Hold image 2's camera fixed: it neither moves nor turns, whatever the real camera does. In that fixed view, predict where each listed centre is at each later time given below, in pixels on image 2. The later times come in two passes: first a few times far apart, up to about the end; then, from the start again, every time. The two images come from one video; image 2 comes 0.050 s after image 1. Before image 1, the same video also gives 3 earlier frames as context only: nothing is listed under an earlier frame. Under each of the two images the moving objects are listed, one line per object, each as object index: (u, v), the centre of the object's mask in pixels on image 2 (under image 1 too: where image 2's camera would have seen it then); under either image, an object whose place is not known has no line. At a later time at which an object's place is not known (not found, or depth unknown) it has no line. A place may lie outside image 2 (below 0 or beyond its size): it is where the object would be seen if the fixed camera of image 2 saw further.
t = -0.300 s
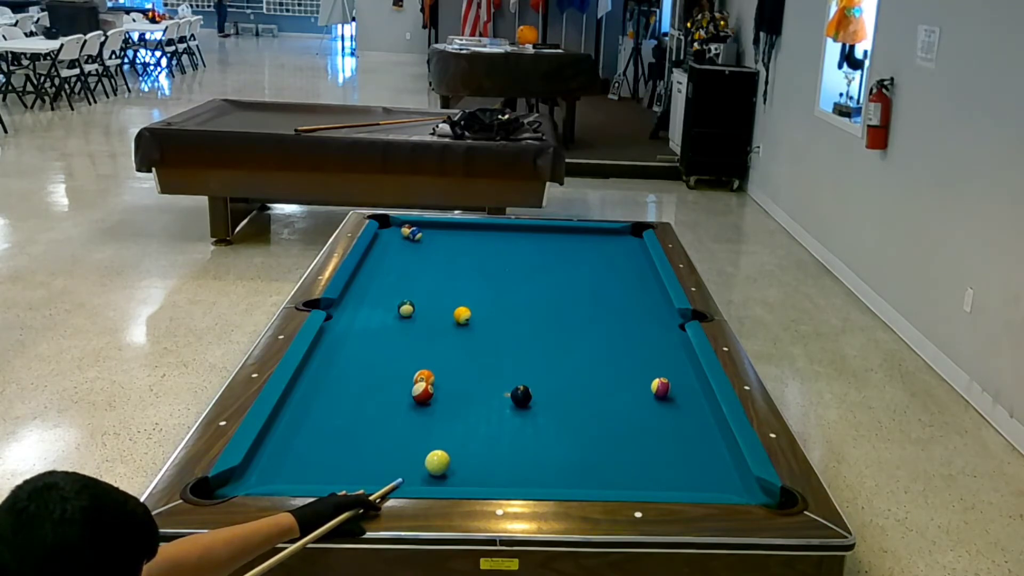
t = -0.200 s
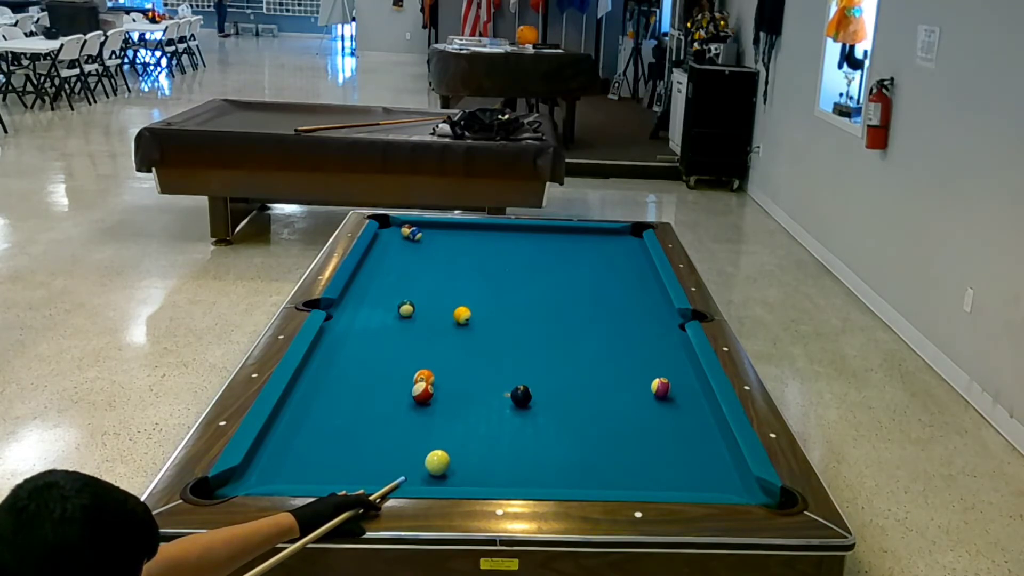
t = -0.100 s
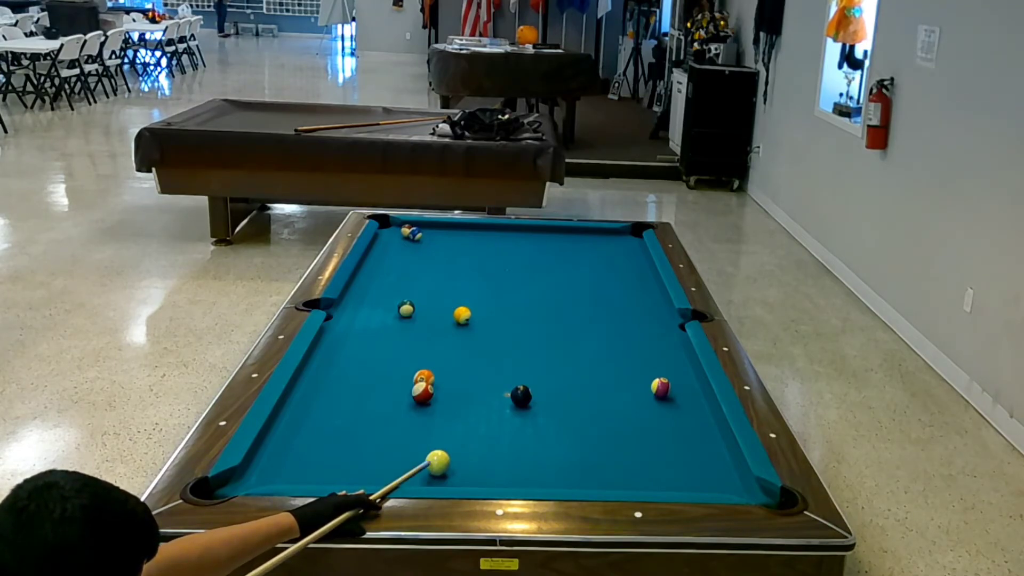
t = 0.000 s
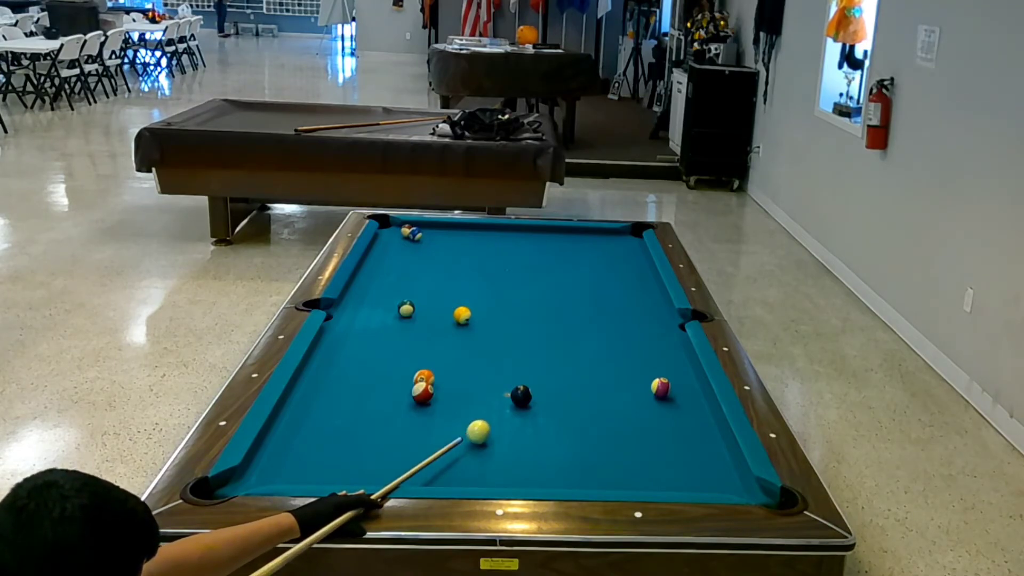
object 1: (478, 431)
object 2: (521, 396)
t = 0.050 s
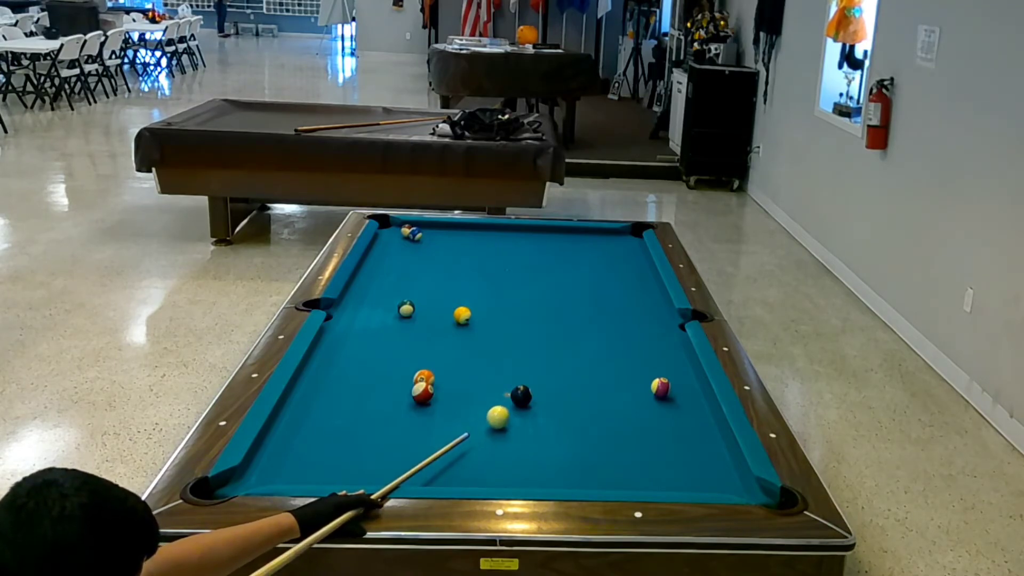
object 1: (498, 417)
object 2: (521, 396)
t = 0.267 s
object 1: (542, 403)
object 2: (545, 364)
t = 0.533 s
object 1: (587, 392)
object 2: (570, 330)
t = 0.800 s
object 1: (626, 382)
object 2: (590, 303)
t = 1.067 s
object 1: (661, 371)
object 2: (607, 281)
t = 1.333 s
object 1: (691, 366)
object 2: (621, 262)
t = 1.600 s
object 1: (676, 361)
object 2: (633, 247)
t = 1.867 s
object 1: (663, 357)
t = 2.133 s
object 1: (651, 353)
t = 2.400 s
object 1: (643, 350)
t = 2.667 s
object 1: (637, 348)
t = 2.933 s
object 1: (633, 347)
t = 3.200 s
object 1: (632, 347)
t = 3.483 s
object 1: (632, 347)
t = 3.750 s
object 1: (632, 347)
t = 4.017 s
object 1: (632, 347)
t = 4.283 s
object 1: (632, 347)
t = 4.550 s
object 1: (632, 347)
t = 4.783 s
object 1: (632, 347)
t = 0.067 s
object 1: (504, 413)
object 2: (521, 396)
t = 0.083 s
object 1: (510, 408)
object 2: (522, 395)
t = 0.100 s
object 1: (515, 404)
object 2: (524, 392)
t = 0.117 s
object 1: (518, 404)
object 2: (526, 389)
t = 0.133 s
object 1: (520, 405)
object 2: (528, 387)
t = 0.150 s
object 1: (523, 405)
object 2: (530, 384)
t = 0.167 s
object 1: (525, 405)
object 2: (533, 380)
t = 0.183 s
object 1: (528, 405)
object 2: (535, 378)
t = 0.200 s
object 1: (530, 405)
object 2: (537, 374)
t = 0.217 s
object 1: (533, 404)
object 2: (540, 372)
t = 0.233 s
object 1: (536, 404)
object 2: (541, 369)
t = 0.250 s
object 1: (539, 403)
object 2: (543, 366)
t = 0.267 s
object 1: (542, 403)
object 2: (545, 364)
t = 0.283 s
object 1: (545, 402)
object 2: (547, 362)
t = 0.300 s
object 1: (548, 401)
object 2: (548, 359)
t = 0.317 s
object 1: (551, 401)
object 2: (550, 357)
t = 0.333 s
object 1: (554, 400)
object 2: (552, 355)
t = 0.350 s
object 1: (557, 399)
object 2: (553, 353)
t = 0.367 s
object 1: (560, 399)
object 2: (555, 350)
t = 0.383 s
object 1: (562, 398)
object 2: (557, 348)
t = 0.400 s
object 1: (565, 397)
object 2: (558, 346)
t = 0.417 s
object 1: (568, 396)
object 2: (559, 344)
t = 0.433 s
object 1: (571, 396)
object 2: (561, 342)
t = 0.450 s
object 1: (574, 395)
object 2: (563, 340)
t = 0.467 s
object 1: (576, 395)
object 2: (564, 338)
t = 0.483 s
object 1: (579, 394)
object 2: (565, 336)
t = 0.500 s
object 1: (582, 393)
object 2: (567, 334)
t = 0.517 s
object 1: (584, 393)
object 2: (568, 332)
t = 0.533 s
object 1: (587, 392)
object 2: (570, 330)
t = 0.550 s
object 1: (590, 391)
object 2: (571, 328)
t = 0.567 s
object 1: (592, 391)
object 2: (573, 327)
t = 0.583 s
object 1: (595, 390)
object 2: (574, 325)
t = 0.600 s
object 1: (597, 389)
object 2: (575, 323)
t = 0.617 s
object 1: (600, 389)
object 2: (577, 321)
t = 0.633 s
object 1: (602, 388)
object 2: (578, 319)
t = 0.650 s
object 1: (605, 387)
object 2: (579, 318)
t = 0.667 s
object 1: (607, 387)
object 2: (581, 316)
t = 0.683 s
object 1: (610, 386)
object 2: (582, 314)
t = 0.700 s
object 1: (612, 386)
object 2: (583, 313)
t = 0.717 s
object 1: (615, 385)
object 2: (584, 311)
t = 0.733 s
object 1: (617, 385)
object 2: (585, 309)
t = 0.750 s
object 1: (620, 384)
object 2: (587, 308)
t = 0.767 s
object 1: (622, 384)
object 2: (588, 306)
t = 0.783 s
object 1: (624, 383)
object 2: (589, 305)
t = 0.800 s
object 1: (626, 382)
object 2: (590, 303)
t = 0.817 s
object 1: (629, 382)
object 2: (591, 302)
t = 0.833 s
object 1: (631, 381)
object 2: (592, 300)
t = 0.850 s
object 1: (633, 381)
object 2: (593, 299)
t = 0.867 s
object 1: (636, 380)
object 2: (595, 297)
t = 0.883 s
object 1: (638, 380)
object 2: (596, 296)
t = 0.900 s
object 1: (640, 379)
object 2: (597, 294)
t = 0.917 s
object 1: (642, 378)
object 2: (598, 293)
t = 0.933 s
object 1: (644, 378)
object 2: (599, 291)
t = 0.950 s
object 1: (646, 377)
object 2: (600, 290)
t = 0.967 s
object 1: (648, 376)
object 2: (601, 289)
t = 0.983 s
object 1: (650, 375)
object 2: (602, 288)
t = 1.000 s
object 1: (652, 374)
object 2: (603, 286)
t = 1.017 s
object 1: (654, 373)
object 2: (604, 285)
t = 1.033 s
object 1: (656, 372)
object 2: (605, 284)
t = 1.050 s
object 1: (658, 372)
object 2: (606, 282)
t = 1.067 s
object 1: (661, 371)
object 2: (607, 281)
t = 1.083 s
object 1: (663, 371)
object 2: (608, 280)
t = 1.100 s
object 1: (665, 371)
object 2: (609, 278)
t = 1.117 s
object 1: (667, 371)
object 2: (610, 277)
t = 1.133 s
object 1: (669, 371)
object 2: (611, 276)
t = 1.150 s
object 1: (671, 371)
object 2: (612, 275)
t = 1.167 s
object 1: (673, 371)
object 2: (613, 273)
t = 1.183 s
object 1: (675, 370)
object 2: (613, 272)
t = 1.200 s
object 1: (676, 370)
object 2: (614, 271)
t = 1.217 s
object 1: (679, 369)
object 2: (615, 270)
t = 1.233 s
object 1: (680, 369)
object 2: (616, 269)
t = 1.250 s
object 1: (682, 369)
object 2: (617, 268)
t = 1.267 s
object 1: (684, 368)
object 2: (618, 267)
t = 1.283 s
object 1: (686, 367)
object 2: (619, 265)
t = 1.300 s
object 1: (688, 367)
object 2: (619, 264)
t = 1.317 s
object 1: (689, 367)
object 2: (620, 263)
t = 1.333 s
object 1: (691, 366)
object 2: (621, 262)
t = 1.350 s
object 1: (692, 366)
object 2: (622, 261)
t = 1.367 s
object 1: (691, 365)
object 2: (623, 260)
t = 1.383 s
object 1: (690, 365)
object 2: (623, 259)
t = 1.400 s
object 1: (688, 365)
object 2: (624, 258)
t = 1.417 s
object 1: (688, 364)
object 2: (625, 257)
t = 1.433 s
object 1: (686, 364)
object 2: (626, 256)
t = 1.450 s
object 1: (686, 364)
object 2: (627, 255)
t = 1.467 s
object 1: (684, 363)
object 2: (627, 254)
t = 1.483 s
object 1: (683, 363)
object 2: (628, 253)
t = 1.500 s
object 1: (682, 363)
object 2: (628, 252)
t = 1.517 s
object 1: (681, 362)
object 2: (629, 251)
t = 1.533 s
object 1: (680, 362)
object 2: (630, 250)
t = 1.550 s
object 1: (679, 362)
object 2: (631, 249)
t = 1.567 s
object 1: (678, 361)
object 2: (631, 249)
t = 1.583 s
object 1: (677, 361)
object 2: (632, 248)
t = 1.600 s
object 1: (676, 361)
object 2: (633, 247)
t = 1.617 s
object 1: (676, 361)
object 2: (633, 246)
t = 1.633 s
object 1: (675, 361)
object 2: (634, 245)
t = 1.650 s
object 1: (673, 360)
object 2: (635, 244)
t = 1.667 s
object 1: (673, 360)
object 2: (635, 244)
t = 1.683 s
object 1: (672, 360)
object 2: (636, 242)
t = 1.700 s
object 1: (671, 359)
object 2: (636, 241)
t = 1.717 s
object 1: (670, 359)
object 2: (637, 240)
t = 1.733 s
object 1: (669, 359)
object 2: (637, 240)
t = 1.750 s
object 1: (668, 358)
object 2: (637, 239)
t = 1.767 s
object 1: (667, 358)
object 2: (636, 238)
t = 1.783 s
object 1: (667, 358)
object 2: (636, 237)
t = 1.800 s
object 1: (666, 358)
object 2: (635, 236)
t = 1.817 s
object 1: (665, 357)
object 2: (635, 235)
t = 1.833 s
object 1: (664, 357)
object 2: (634, 235)
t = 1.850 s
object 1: (663, 357)
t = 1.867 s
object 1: (663, 357)
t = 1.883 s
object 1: (662, 356)
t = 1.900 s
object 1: (661, 356)
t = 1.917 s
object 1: (660, 356)
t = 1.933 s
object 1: (660, 356)
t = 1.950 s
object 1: (659, 355)
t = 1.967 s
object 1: (658, 355)
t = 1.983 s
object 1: (657, 355)
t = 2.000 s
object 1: (657, 355)
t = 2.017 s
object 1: (656, 354)
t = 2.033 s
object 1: (655, 354)
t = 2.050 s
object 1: (655, 354)
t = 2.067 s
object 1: (654, 354)
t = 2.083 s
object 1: (653, 354)
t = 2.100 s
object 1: (653, 353)
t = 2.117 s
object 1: (652, 353)
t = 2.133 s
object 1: (651, 353)
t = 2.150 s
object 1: (651, 353)
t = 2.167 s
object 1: (650, 353)
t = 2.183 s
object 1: (650, 352)
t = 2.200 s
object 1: (649, 352)
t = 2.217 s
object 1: (649, 352)
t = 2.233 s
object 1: (648, 352)
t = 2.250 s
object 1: (647, 352)
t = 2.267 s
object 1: (647, 352)
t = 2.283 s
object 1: (646, 351)
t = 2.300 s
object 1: (646, 351)
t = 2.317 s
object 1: (645, 351)
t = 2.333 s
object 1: (645, 351)
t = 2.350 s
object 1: (644, 351)
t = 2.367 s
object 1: (644, 351)
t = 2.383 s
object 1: (643, 350)
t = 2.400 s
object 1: (643, 350)
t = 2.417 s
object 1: (643, 350)
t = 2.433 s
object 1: (642, 350)
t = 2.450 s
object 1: (642, 350)
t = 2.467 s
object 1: (641, 350)
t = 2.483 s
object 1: (641, 350)
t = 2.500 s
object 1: (640, 349)
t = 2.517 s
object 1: (640, 349)
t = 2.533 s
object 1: (639, 349)
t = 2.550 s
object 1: (639, 349)
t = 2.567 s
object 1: (639, 349)
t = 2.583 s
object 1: (638, 349)
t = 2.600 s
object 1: (638, 349)
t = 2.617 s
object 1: (638, 349)
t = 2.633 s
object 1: (637, 349)
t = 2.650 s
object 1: (637, 348)
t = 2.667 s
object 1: (637, 348)
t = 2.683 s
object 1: (637, 348)
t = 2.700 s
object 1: (636, 348)
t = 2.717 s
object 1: (636, 348)
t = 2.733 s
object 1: (636, 348)
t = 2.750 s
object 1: (636, 348)
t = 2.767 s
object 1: (635, 348)
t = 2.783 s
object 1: (635, 348)
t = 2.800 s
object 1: (635, 348)
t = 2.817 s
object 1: (635, 348)
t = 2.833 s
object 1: (634, 348)
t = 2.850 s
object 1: (634, 348)
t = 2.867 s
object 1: (634, 348)
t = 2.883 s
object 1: (634, 347)
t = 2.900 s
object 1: (634, 347)
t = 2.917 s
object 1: (634, 347)
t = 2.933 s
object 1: (633, 347)
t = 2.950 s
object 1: (633, 347)
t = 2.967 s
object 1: (633, 347)
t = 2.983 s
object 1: (633, 347)
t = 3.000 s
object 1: (633, 347)
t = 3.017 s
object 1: (633, 347)
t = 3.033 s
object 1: (633, 347)
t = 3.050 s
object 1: (632, 347)
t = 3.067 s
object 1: (632, 347)
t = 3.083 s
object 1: (632, 347)
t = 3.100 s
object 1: (632, 347)
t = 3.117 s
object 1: (632, 347)
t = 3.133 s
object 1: (632, 347)
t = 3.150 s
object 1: (632, 347)
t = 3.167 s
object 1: (632, 347)
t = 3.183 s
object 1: (632, 347)
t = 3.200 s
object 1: (632, 347)
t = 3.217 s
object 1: (632, 347)
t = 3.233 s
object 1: (632, 347)
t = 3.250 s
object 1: (632, 347)
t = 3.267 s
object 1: (632, 347)
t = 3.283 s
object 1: (632, 347)
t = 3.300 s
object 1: (632, 347)
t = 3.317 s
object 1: (632, 347)
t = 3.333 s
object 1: (632, 347)
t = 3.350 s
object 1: (632, 347)
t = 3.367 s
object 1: (632, 347)
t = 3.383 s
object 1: (632, 347)
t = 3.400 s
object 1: (632, 347)
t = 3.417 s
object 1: (632, 347)
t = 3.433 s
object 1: (632, 347)
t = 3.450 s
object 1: (632, 347)
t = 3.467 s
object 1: (632, 347)
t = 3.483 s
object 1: (632, 347)
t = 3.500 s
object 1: (632, 347)
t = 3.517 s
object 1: (632, 347)
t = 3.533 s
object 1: (632, 347)
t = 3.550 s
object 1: (632, 347)
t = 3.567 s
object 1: (632, 347)
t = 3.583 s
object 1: (632, 347)
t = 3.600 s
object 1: (632, 347)
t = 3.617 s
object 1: (632, 347)
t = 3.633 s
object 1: (632, 347)
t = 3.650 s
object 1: (632, 347)
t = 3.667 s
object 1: (632, 347)
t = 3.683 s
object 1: (632, 347)
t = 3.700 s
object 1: (632, 347)
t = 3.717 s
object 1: (632, 347)
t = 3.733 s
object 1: (632, 347)
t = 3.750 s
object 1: (632, 347)
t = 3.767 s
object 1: (632, 347)
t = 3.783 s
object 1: (632, 347)
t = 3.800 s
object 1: (632, 347)
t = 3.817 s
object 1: (632, 347)
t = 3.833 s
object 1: (632, 347)
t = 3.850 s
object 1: (632, 347)
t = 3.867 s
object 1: (632, 347)
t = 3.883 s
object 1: (632, 347)
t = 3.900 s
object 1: (632, 347)
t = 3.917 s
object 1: (632, 347)
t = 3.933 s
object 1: (632, 347)
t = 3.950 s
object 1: (632, 347)
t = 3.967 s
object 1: (632, 347)
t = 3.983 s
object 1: (632, 347)
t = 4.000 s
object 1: (632, 347)
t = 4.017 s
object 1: (632, 347)
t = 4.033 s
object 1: (632, 347)
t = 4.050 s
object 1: (632, 347)
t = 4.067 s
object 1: (632, 347)
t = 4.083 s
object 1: (632, 347)
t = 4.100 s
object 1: (632, 347)
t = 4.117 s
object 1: (632, 347)
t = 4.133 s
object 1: (632, 347)
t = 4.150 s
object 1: (632, 347)
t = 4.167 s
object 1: (632, 347)
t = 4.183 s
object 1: (632, 347)
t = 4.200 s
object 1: (632, 347)
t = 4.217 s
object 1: (632, 347)
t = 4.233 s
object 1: (632, 347)
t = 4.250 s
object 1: (632, 348)
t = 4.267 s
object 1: (632, 347)
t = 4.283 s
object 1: (632, 347)
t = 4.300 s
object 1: (632, 348)
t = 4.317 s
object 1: (632, 348)
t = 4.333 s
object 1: (632, 348)
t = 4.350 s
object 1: (632, 348)
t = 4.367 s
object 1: (632, 348)
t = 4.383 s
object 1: (632, 348)
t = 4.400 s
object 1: (632, 348)
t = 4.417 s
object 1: (632, 348)
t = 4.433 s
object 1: (632, 348)
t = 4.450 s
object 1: (632, 348)
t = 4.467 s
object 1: (632, 347)
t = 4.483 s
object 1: (632, 347)
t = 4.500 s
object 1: (632, 348)
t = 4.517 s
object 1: (632, 347)
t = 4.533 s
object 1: (632, 347)
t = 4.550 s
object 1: (632, 347)
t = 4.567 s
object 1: (632, 347)
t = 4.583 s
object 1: (632, 348)
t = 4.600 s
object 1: (632, 348)
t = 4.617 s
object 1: (632, 347)
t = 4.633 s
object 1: (632, 347)
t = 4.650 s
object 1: (632, 348)
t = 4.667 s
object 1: (632, 348)
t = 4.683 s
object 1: (632, 347)
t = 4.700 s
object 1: (632, 347)
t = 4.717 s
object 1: (632, 347)
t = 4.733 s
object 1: (632, 347)
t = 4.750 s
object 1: (632, 348)
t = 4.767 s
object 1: (632, 347)
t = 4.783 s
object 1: (632, 347)
